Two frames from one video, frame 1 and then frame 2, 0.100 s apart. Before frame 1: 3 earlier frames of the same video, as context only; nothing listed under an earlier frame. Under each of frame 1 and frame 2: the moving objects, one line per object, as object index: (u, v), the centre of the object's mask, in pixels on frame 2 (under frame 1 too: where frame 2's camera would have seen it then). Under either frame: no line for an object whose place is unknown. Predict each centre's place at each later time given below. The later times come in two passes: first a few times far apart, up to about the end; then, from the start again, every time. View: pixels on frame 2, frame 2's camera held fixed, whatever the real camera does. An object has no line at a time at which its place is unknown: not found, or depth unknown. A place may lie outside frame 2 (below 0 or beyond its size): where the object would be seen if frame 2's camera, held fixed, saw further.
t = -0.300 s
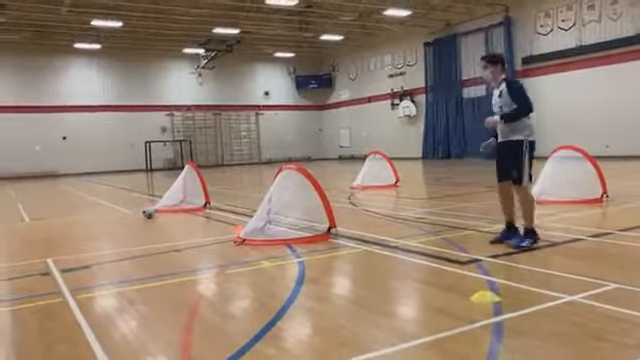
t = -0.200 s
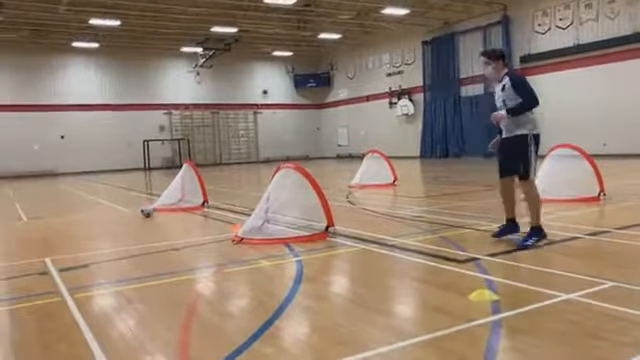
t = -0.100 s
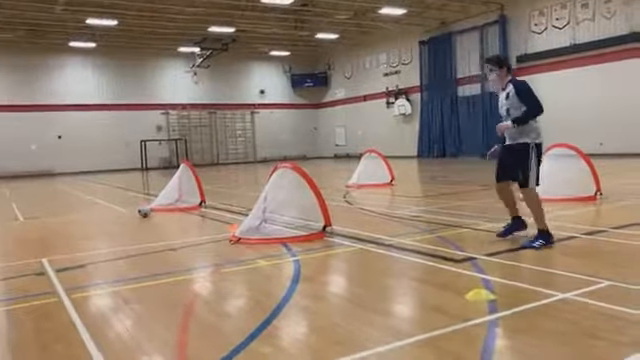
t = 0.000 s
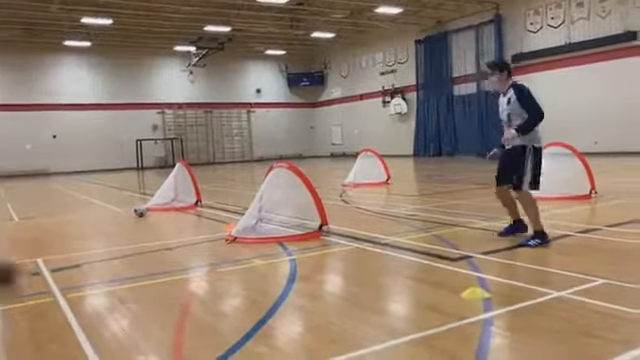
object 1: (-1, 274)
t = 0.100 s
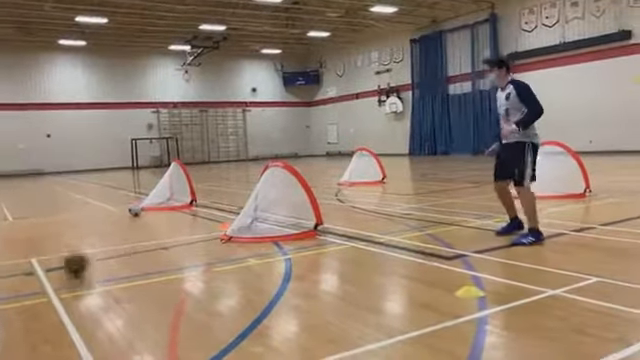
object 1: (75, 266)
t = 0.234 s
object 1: (162, 257)
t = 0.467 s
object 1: (285, 246)
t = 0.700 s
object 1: (389, 234)
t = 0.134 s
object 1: (98, 264)
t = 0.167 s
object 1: (119, 260)
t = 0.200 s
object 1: (141, 259)
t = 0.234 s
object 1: (162, 257)
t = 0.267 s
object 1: (181, 255)
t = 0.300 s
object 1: (199, 253)
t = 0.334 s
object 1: (217, 251)
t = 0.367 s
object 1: (235, 250)
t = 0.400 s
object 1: (251, 249)
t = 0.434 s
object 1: (268, 248)
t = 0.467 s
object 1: (285, 246)
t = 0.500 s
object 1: (301, 244)
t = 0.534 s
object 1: (315, 241)
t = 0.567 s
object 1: (330, 238)
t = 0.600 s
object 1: (346, 238)
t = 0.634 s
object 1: (361, 236)
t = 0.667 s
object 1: (375, 235)
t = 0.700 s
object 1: (389, 234)
